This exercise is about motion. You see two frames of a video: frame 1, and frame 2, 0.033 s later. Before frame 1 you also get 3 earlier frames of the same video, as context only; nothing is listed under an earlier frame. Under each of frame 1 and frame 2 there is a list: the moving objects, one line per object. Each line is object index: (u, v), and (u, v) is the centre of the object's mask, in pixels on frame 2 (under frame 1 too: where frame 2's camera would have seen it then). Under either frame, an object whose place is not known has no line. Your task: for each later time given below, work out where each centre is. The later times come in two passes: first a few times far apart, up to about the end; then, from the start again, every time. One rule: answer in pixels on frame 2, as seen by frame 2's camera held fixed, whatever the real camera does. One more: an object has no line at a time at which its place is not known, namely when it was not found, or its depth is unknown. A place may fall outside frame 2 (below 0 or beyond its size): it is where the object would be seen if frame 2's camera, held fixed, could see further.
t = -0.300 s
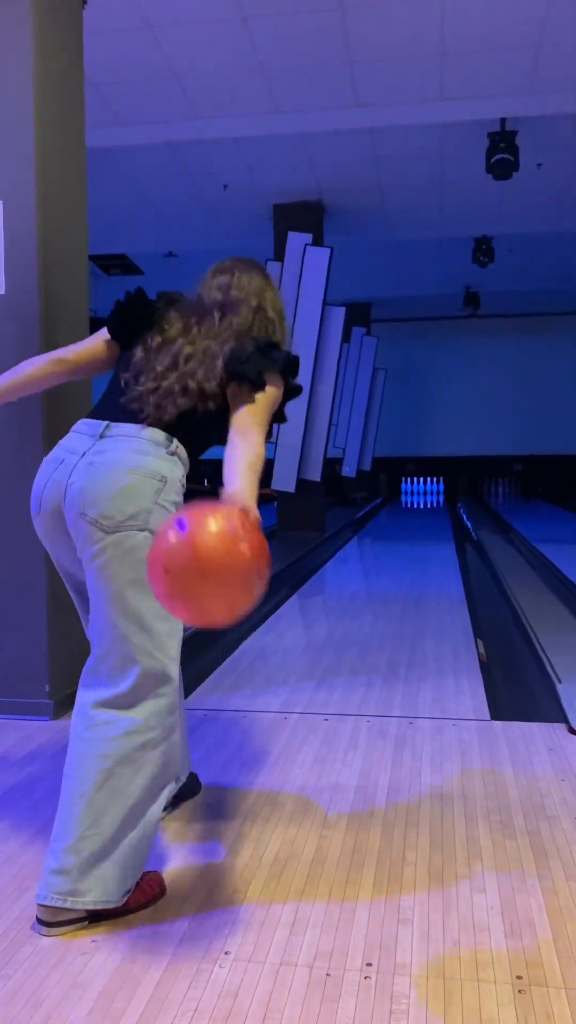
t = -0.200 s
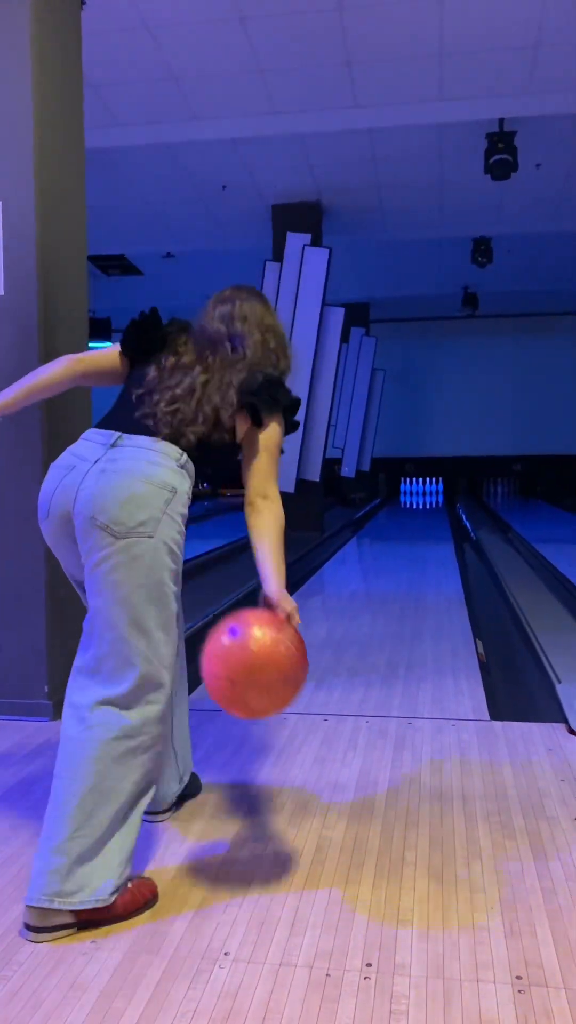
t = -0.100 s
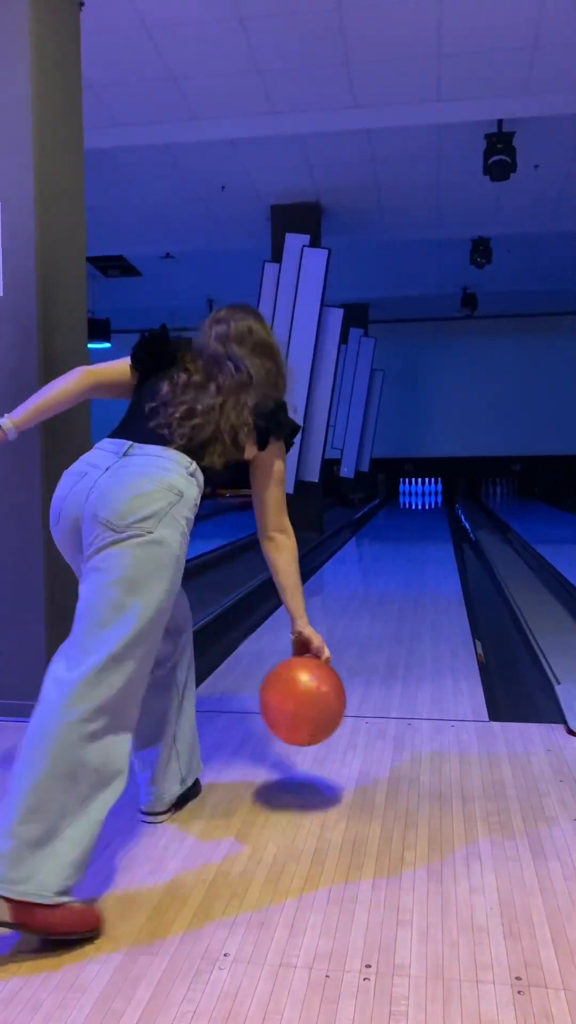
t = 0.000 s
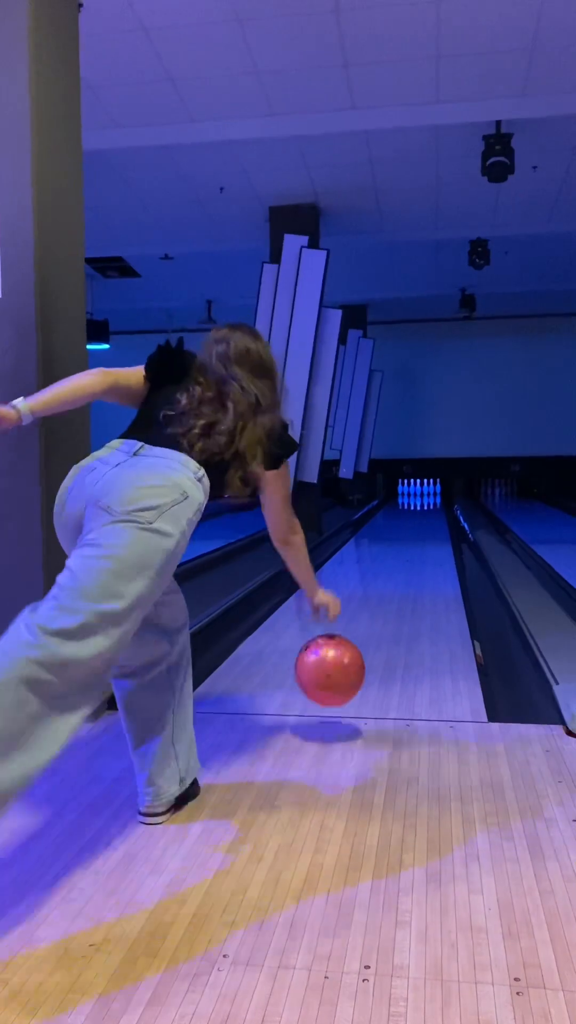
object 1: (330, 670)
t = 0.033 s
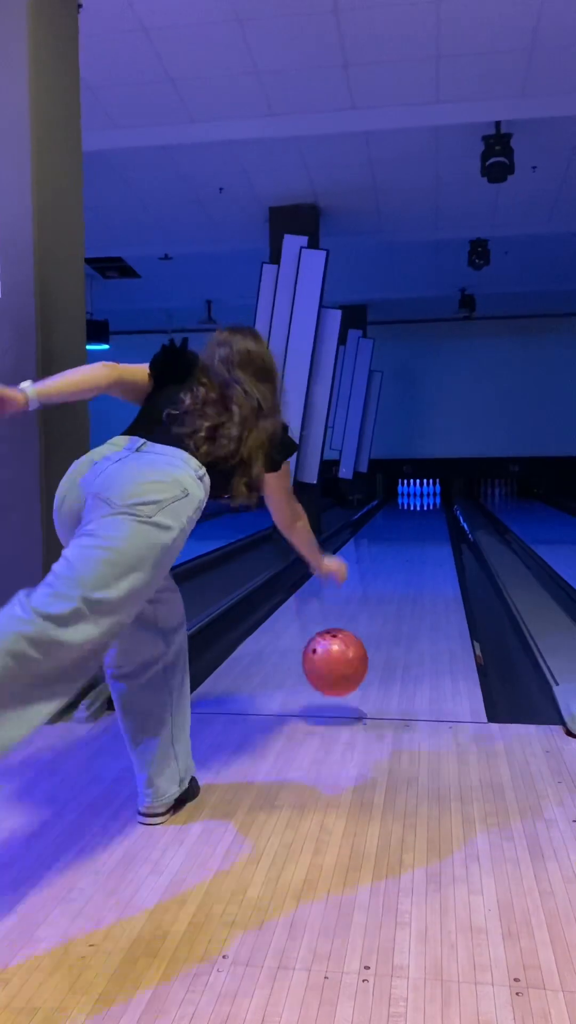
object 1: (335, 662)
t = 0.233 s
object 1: (358, 629)
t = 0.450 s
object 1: (371, 592)
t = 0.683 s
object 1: (379, 567)
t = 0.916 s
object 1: (383, 551)
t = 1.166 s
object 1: (386, 539)
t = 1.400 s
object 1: (388, 531)
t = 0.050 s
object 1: (338, 659)
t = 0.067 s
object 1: (340, 657)
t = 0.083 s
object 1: (342, 656)
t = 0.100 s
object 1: (345, 657)
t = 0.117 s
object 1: (347, 658)
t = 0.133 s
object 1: (349, 656)
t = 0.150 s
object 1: (351, 650)
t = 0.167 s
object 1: (352, 644)
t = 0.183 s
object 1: (354, 640)
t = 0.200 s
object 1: (355, 636)
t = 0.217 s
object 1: (357, 633)
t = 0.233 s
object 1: (358, 629)
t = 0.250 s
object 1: (359, 625)
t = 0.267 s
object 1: (361, 622)
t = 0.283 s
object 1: (362, 619)
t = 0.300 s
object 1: (363, 615)
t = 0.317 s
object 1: (364, 612)
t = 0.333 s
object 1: (365, 609)
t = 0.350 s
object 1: (366, 607)
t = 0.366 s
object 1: (367, 604)
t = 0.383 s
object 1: (368, 602)
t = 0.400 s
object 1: (369, 599)
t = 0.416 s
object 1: (370, 597)
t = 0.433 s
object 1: (370, 594)
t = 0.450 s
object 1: (371, 592)
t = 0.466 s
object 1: (372, 590)
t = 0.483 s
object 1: (372, 588)
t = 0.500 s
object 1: (373, 586)
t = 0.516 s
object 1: (374, 584)
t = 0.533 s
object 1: (375, 582)
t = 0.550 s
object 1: (375, 581)
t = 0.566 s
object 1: (375, 579)
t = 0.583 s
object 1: (376, 577)
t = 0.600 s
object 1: (377, 576)
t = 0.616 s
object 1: (377, 574)
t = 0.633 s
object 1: (377, 572)
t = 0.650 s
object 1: (378, 570)
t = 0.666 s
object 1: (378, 569)
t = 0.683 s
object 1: (379, 567)
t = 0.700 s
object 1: (379, 566)
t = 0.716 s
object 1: (379, 564)
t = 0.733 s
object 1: (380, 564)
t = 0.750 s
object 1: (380, 562)
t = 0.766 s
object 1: (381, 561)
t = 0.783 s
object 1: (381, 560)
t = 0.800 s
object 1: (381, 559)
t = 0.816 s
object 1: (381, 558)
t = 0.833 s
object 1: (381, 557)
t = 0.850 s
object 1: (382, 555)
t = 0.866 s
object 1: (382, 554)
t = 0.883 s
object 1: (382, 554)
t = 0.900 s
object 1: (383, 552)
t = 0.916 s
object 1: (383, 551)
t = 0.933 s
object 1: (383, 550)
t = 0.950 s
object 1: (383, 550)
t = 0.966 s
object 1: (384, 549)
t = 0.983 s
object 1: (384, 548)
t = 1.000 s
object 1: (384, 547)
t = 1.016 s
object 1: (384, 546)
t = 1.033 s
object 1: (384, 546)
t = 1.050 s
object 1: (384, 545)
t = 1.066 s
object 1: (385, 544)
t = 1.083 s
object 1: (385, 543)
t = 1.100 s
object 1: (385, 542)
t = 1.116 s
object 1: (385, 542)
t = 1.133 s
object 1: (386, 542)
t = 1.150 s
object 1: (386, 541)
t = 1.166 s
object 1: (386, 539)
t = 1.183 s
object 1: (386, 538)
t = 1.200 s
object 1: (386, 538)
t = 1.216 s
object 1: (387, 538)
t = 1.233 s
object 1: (387, 538)
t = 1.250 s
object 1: (387, 537)
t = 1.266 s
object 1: (387, 536)
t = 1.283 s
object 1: (388, 536)
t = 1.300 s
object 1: (387, 535)
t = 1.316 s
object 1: (387, 535)
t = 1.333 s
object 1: (387, 534)
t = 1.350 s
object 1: (387, 533)
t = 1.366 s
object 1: (388, 532)
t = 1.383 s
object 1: (388, 532)
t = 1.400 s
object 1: (388, 531)
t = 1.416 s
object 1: (388, 531)
